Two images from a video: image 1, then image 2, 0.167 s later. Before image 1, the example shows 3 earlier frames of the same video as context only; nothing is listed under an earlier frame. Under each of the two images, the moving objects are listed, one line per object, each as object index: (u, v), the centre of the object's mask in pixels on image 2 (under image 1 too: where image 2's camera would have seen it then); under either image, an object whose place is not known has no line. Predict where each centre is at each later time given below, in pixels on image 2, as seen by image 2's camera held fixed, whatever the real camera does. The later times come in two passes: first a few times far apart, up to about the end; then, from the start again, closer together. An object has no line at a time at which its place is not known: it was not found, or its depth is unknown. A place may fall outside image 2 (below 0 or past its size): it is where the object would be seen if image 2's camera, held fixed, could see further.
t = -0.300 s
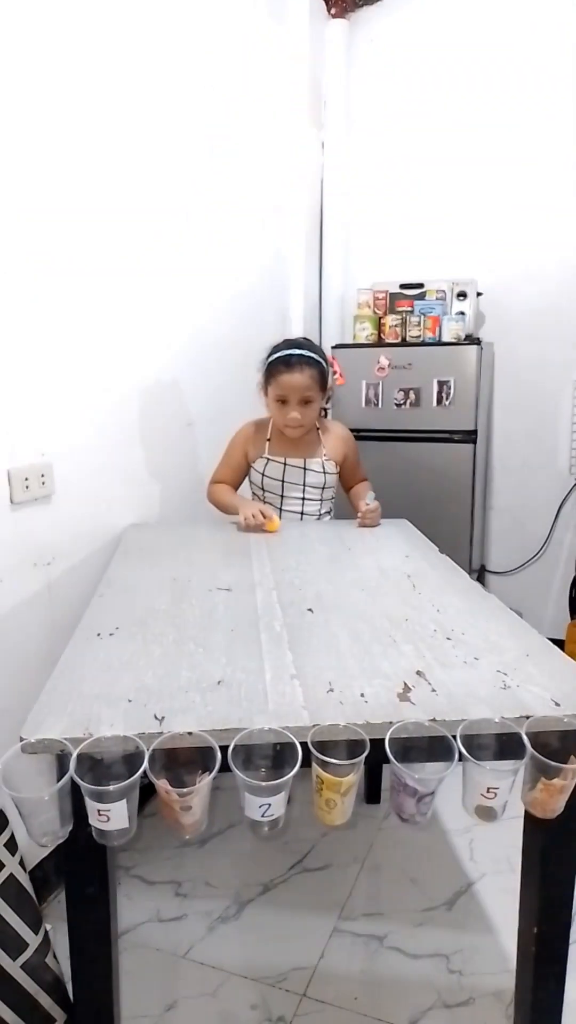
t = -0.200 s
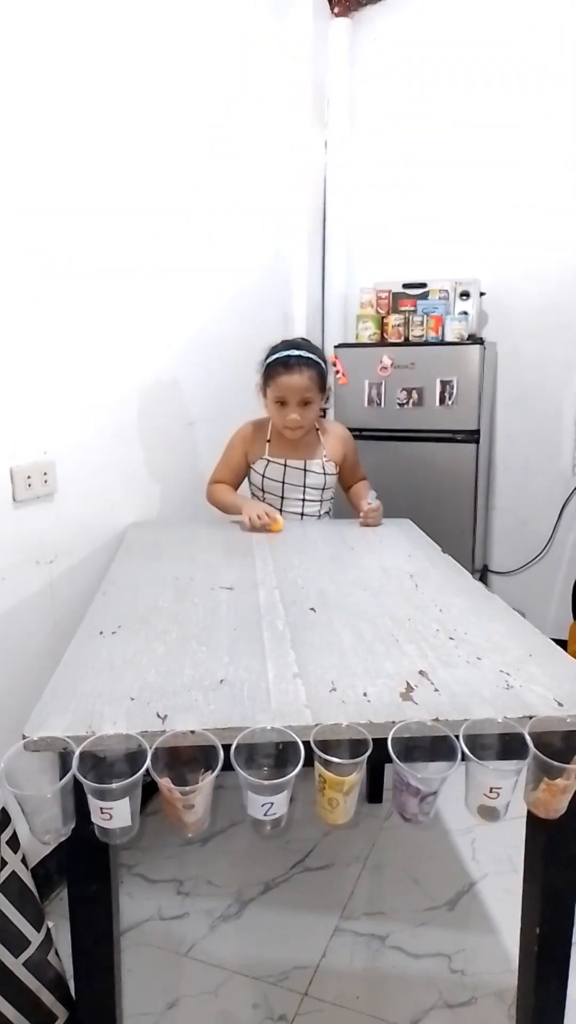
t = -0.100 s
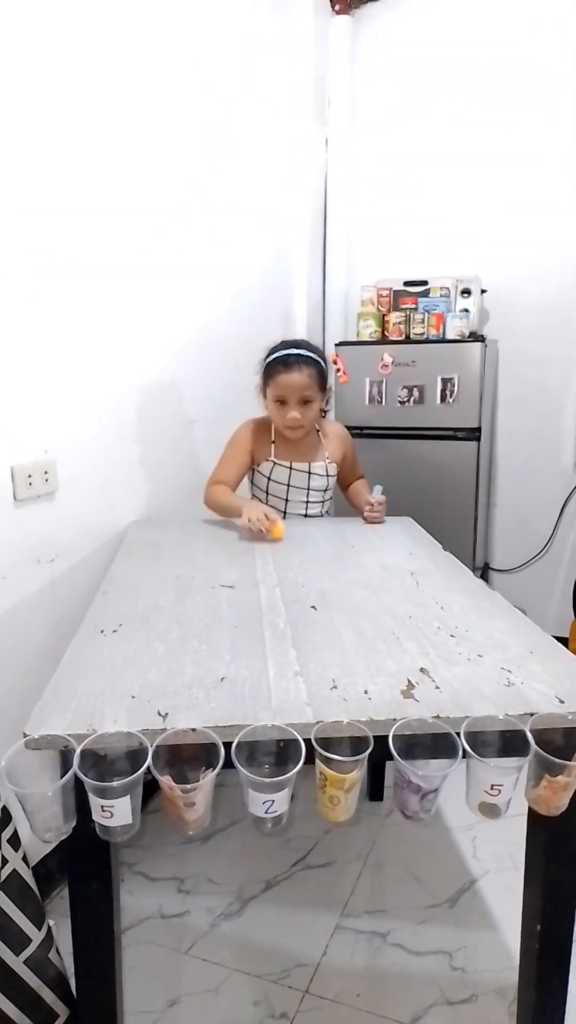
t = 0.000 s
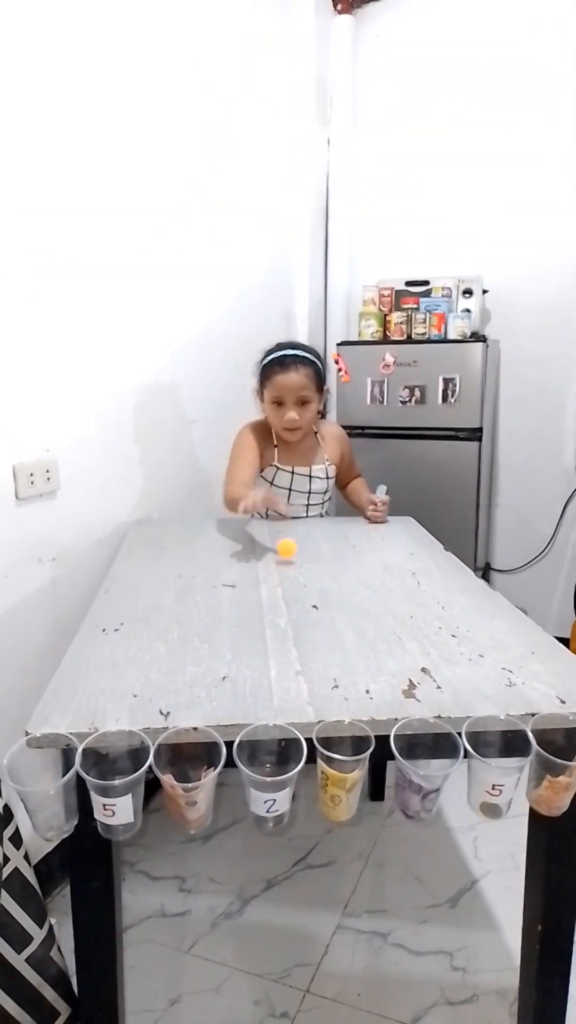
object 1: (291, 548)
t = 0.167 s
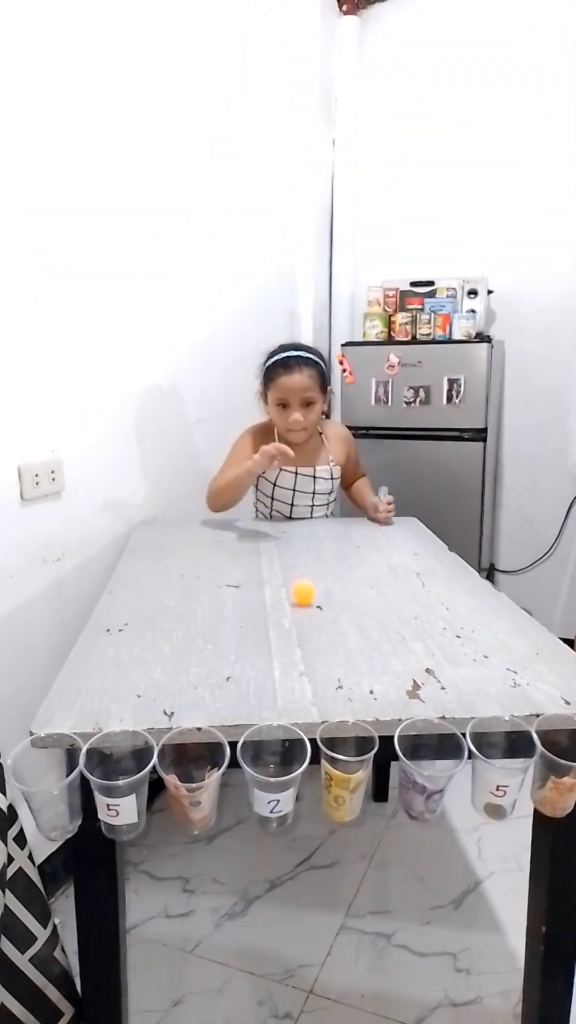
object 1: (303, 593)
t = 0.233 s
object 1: (304, 611)
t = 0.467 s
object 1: (287, 674)
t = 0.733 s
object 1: (278, 774)
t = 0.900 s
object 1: (269, 788)
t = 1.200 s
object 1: (270, 789)
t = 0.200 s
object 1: (303, 601)
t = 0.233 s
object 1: (304, 611)
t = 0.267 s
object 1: (303, 615)
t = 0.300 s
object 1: (301, 625)
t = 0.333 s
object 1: (300, 634)
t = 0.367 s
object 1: (298, 643)
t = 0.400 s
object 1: (294, 654)
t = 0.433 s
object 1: (291, 664)
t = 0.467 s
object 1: (287, 674)
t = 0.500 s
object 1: (280, 686)
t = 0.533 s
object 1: (275, 698)
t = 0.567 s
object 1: (269, 705)
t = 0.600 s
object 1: (264, 714)
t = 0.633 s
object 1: (263, 754)
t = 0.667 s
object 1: (282, 760)
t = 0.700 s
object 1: (265, 773)
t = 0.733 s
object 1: (278, 774)
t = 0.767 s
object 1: (266, 781)
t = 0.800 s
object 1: (274, 783)
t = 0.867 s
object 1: (273, 788)
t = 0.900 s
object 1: (269, 788)
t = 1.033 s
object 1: (273, 785)
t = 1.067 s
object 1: (272, 786)
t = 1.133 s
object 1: (269, 788)
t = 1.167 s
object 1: (267, 791)
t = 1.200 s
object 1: (270, 789)
